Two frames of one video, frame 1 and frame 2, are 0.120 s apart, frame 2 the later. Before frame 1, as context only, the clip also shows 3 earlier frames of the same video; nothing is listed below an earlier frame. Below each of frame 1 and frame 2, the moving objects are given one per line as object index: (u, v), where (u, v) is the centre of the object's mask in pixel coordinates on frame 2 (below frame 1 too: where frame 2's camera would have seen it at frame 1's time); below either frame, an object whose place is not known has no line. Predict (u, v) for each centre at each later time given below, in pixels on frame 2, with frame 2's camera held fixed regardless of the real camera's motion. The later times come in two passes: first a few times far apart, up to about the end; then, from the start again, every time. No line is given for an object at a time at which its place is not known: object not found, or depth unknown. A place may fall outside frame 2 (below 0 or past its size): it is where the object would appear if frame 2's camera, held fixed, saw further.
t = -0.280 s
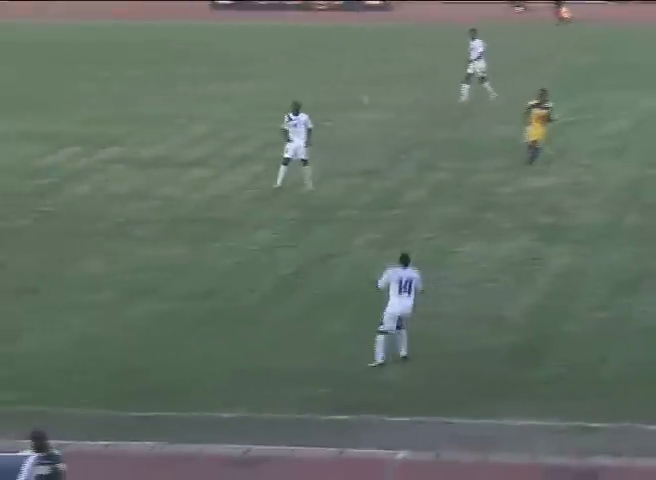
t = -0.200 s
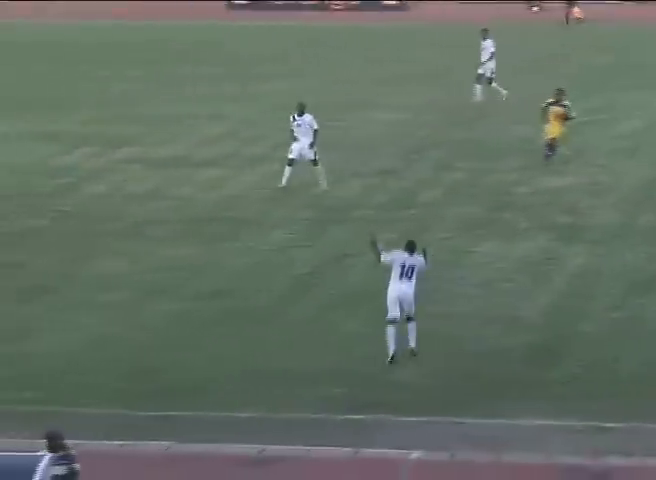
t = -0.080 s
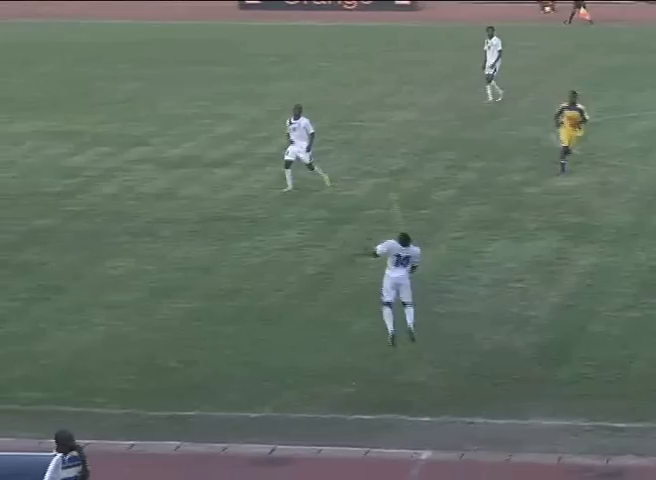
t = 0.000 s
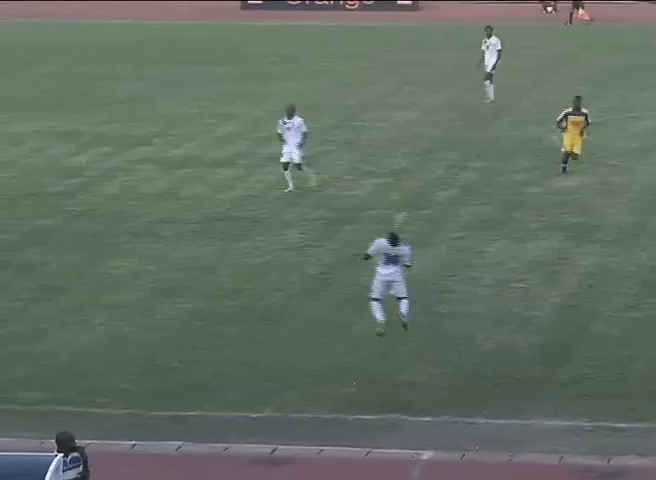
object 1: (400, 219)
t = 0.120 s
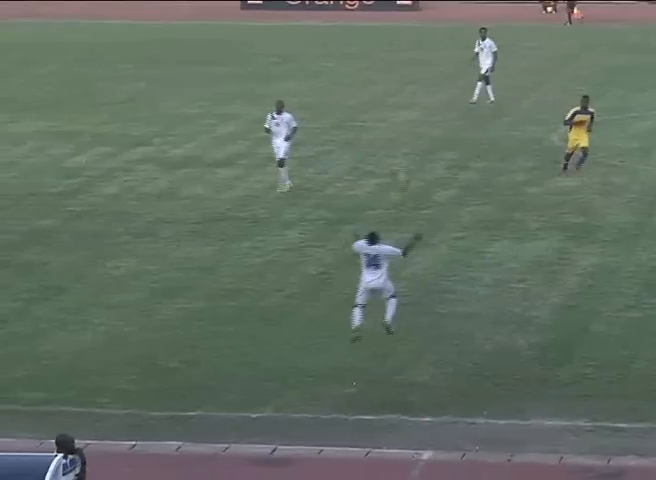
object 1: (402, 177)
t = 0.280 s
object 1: (405, 139)
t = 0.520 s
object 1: (410, 110)
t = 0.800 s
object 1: (414, 124)
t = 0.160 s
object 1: (405, 166)
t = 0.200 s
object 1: (404, 160)
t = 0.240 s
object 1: (404, 145)
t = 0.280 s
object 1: (405, 139)
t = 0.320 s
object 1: (406, 131)
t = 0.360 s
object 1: (406, 127)
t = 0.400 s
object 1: (408, 121)
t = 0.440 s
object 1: (408, 116)
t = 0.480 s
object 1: (409, 113)
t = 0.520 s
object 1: (410, 110)
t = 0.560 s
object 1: (411, 109)
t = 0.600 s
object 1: (412, 109)
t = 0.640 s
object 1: (412, 110)
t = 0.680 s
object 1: (413, 111)
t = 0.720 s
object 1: (413, 115)
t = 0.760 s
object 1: (414, 118)
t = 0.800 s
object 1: (414, 124)
